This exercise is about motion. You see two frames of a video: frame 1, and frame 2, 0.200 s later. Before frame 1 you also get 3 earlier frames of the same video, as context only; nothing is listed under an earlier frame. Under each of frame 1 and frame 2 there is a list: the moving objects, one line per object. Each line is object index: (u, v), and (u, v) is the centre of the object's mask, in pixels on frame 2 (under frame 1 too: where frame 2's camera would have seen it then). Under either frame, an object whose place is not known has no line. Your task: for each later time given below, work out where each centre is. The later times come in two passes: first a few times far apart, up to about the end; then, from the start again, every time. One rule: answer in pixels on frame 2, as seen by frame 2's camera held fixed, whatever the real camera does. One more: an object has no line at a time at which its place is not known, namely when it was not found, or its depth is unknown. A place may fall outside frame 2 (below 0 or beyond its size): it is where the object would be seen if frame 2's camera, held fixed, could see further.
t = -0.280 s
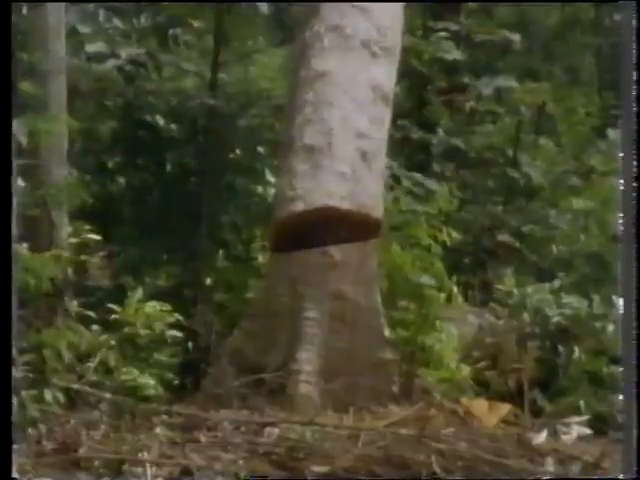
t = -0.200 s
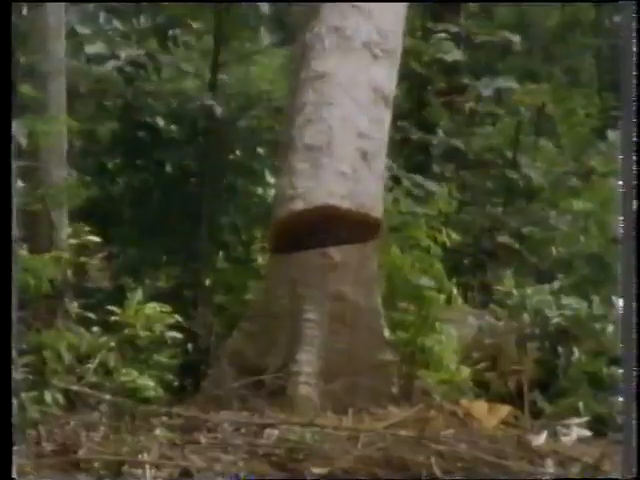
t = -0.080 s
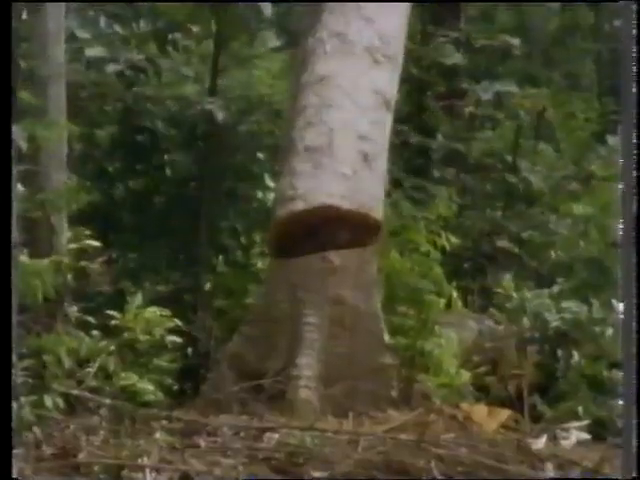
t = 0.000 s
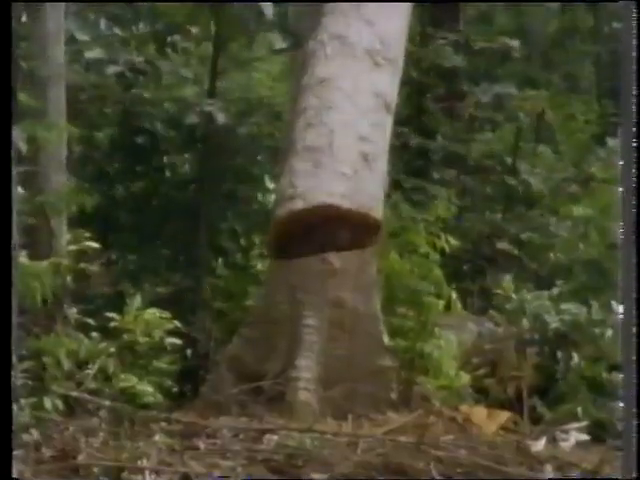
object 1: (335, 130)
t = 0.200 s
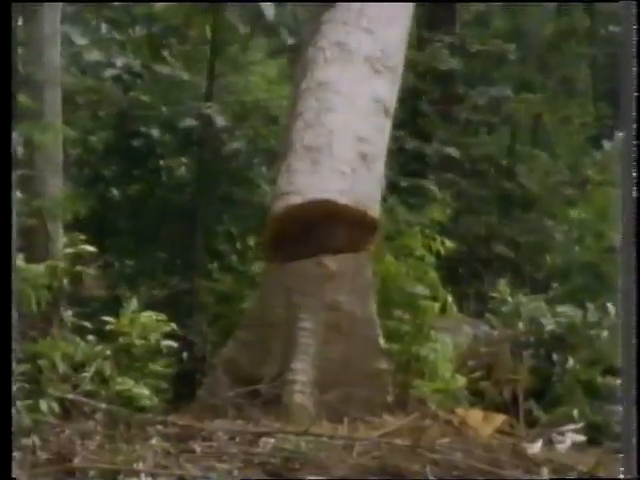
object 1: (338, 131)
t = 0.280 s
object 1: (339, 131)
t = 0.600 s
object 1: (343, 129)
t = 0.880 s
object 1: (357, 129)
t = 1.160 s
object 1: (406, 128)
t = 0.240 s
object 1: (338, 131)
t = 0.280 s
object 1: (339, 131)
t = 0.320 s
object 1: (339, 130)
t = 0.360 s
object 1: (340, 131)
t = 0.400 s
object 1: (340, 130)
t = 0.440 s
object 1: (340, 130)
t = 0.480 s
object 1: (341, 130)
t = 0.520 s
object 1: (342, 129)
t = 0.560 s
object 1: (342, 130)
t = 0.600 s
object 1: (343, 129)
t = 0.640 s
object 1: (344, 129)
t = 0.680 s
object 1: (345, 129)
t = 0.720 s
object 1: (346, 128)
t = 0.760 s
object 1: (348, 129)
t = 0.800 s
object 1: (350, 129)
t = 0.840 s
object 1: (353, 128)
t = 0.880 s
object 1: (357, 129)
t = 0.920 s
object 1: (361, 130)
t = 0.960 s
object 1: (365, 128)
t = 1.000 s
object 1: (371, 128)
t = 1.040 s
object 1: (377, 128)
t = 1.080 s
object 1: (384, 129)
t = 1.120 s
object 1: (394, 129)
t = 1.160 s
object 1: (406, 128)
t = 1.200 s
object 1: (420, 129)
